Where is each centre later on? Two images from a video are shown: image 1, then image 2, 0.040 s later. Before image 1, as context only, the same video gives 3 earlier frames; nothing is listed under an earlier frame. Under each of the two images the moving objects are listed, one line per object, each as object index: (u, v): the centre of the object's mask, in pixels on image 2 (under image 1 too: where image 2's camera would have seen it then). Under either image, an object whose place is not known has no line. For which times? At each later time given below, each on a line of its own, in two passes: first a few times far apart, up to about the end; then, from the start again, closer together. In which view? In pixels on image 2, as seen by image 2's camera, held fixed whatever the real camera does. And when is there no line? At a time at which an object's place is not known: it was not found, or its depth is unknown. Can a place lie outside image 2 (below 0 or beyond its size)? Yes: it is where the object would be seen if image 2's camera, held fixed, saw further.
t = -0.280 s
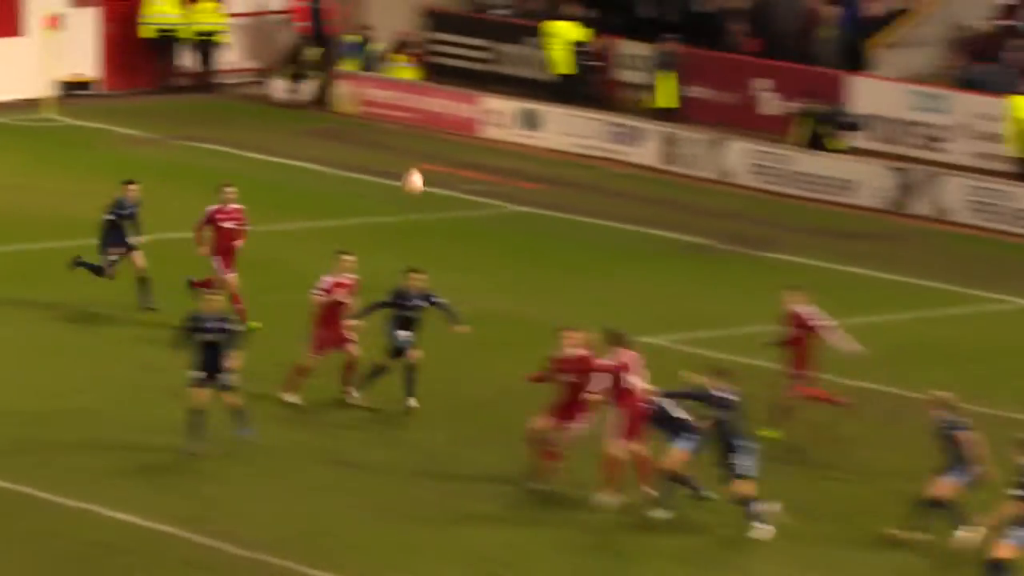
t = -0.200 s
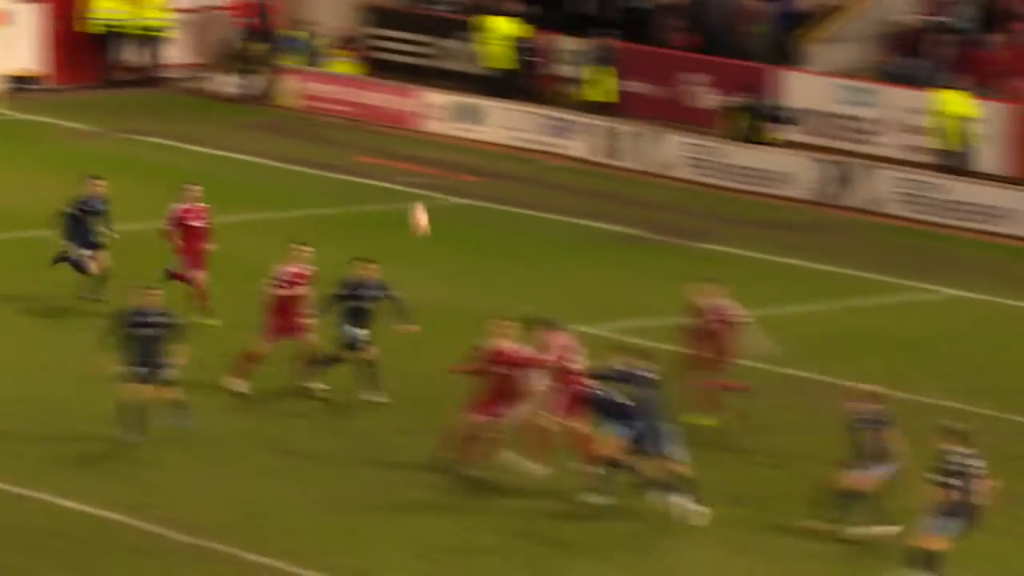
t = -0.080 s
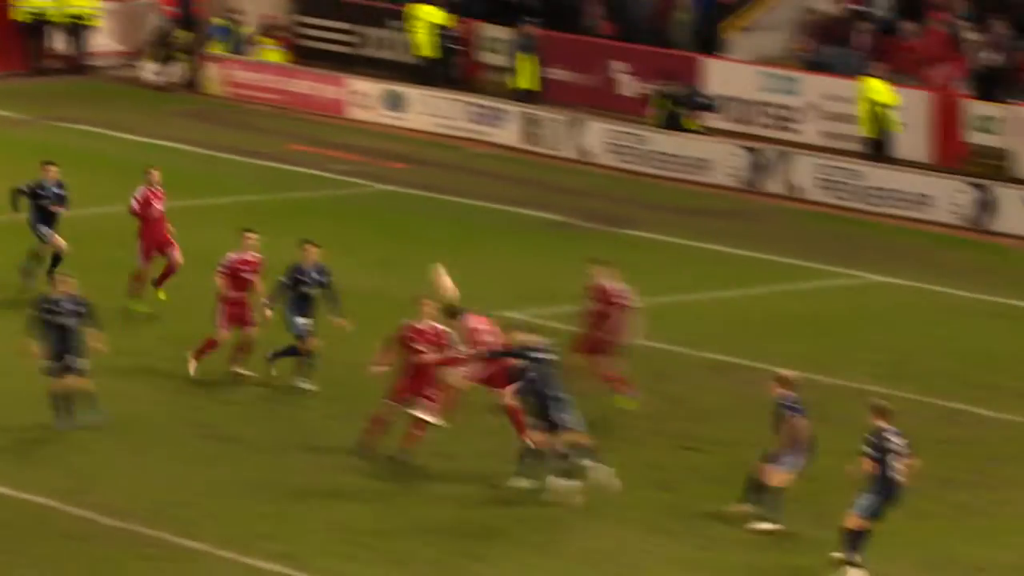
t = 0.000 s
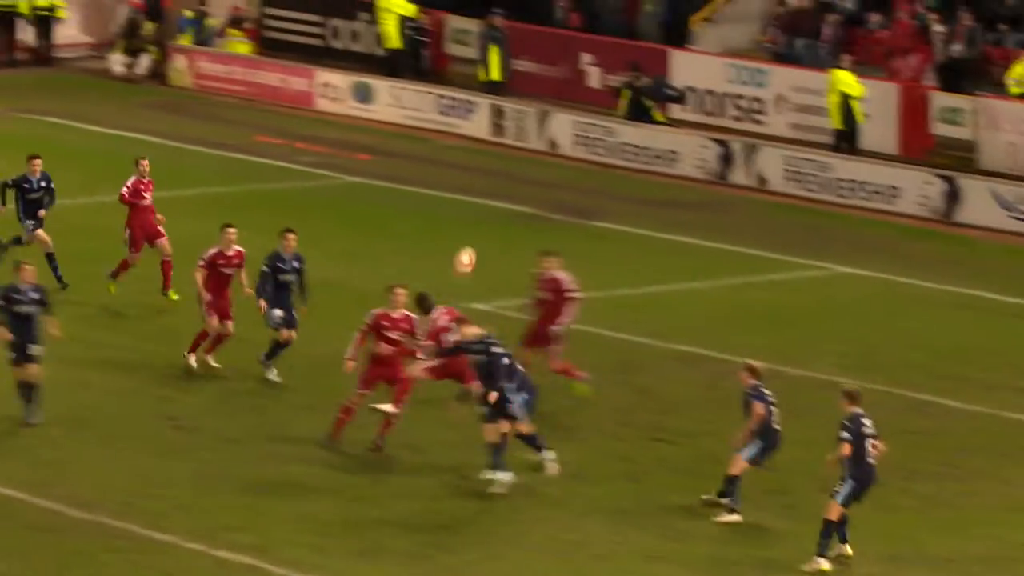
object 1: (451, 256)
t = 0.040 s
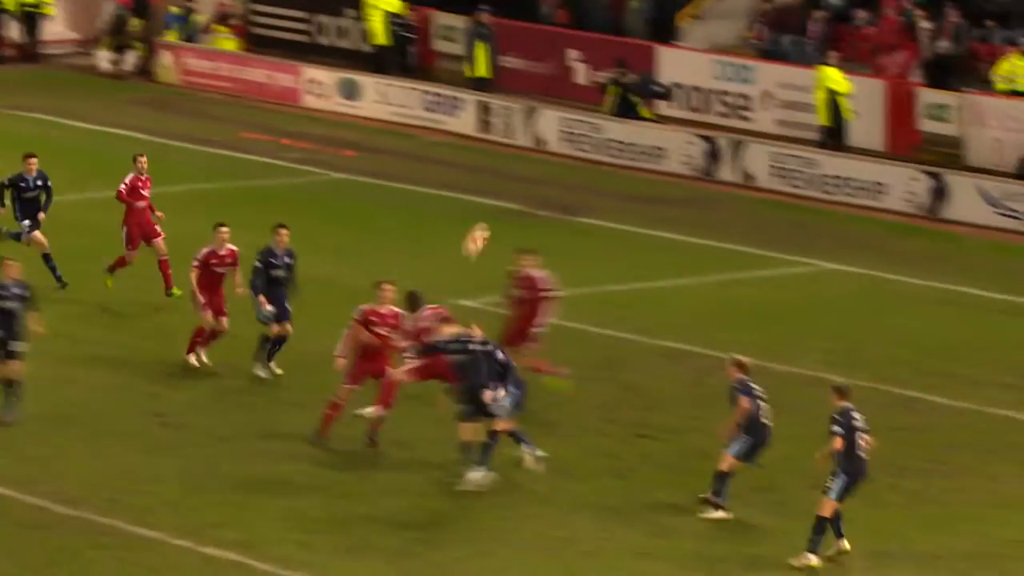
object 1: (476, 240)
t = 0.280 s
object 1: (617, 164)
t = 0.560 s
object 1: (779, 137)
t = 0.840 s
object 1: (941, 170)
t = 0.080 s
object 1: (500, 223)
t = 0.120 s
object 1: (522, 211)
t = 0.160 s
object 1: (547, 196)
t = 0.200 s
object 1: (570, 185)
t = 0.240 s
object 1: (592, 176)
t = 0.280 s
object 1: (617, 164)
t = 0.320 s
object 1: (639, 157)
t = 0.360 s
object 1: (661, 151)
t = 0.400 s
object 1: (687, 145)
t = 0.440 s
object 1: (709, 141)
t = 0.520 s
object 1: (755, 137)
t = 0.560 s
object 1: (779, 137)
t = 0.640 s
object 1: (824, 140)
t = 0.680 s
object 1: (848, 143)
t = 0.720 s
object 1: (871, 148)
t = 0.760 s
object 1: (892, 153)
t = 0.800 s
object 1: (918, 162)
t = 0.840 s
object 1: (941, 170)
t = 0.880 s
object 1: (961, 179)
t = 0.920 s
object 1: (985, 191)
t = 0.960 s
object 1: (1010, 205)
